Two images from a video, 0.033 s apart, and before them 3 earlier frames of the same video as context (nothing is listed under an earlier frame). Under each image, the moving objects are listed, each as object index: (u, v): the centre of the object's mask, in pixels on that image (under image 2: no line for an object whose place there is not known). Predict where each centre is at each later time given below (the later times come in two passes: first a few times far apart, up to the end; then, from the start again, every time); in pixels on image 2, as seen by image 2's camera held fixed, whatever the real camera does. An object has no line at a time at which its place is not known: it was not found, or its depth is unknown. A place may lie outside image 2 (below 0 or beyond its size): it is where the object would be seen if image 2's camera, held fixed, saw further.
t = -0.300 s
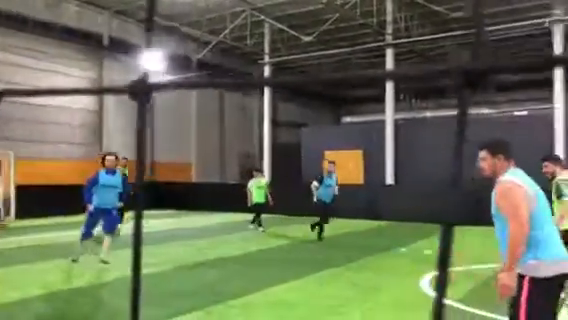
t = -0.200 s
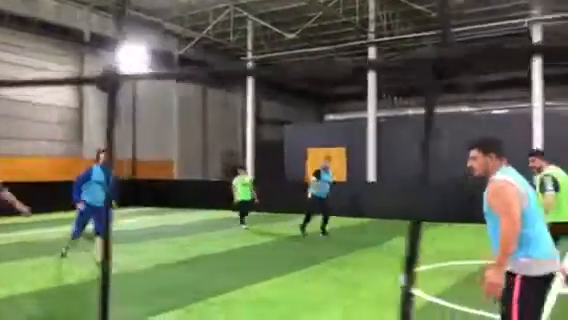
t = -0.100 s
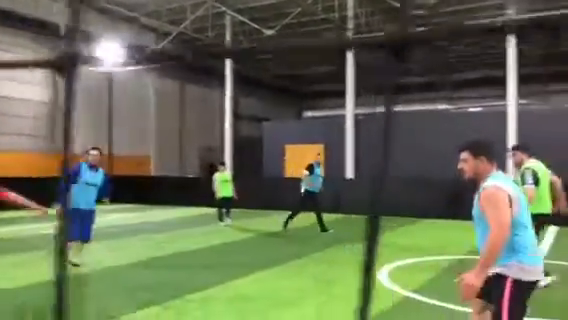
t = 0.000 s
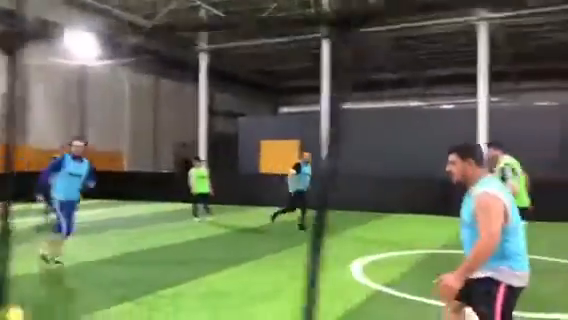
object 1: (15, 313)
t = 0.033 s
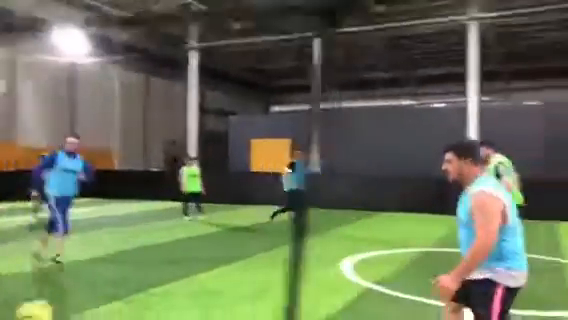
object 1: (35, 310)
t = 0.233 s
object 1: (223, 294)
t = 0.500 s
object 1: (373, 271)
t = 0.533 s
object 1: (387, 270)
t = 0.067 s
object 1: (74, 308)
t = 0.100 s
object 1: (110, 305)
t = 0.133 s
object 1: (141, 300)
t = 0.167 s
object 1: (168, 294)
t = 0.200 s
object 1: (195, 293)
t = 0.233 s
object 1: (223, 294)
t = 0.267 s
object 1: (245, 289)
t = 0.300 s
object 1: (267, 285)
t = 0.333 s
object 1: (287, 284)
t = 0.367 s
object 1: (308, 280)
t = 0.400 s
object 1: (327, 280)
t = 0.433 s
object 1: (342, 278)
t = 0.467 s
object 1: (359, 273)
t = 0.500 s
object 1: (373, 271)
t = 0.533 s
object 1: (387, 270)
